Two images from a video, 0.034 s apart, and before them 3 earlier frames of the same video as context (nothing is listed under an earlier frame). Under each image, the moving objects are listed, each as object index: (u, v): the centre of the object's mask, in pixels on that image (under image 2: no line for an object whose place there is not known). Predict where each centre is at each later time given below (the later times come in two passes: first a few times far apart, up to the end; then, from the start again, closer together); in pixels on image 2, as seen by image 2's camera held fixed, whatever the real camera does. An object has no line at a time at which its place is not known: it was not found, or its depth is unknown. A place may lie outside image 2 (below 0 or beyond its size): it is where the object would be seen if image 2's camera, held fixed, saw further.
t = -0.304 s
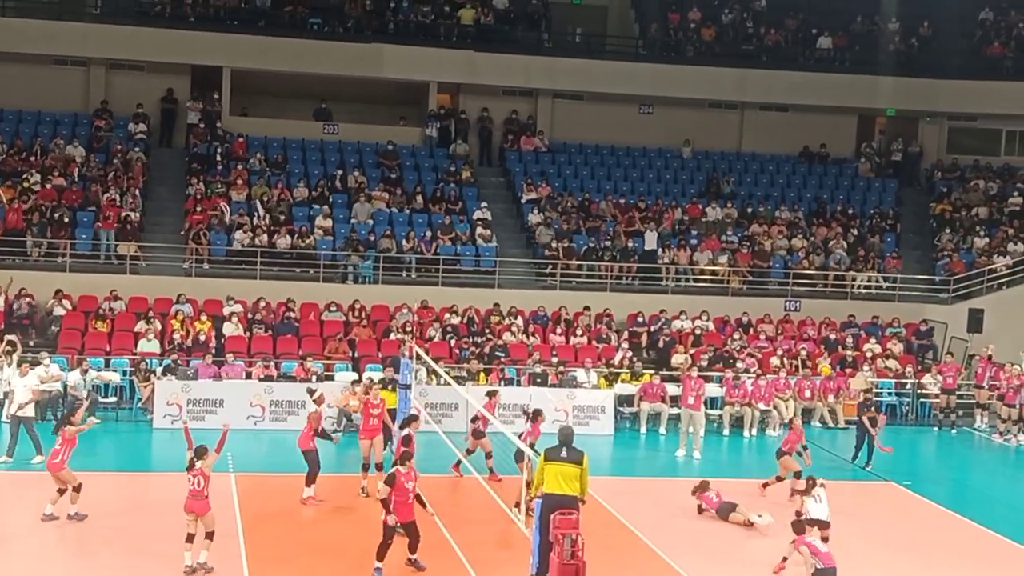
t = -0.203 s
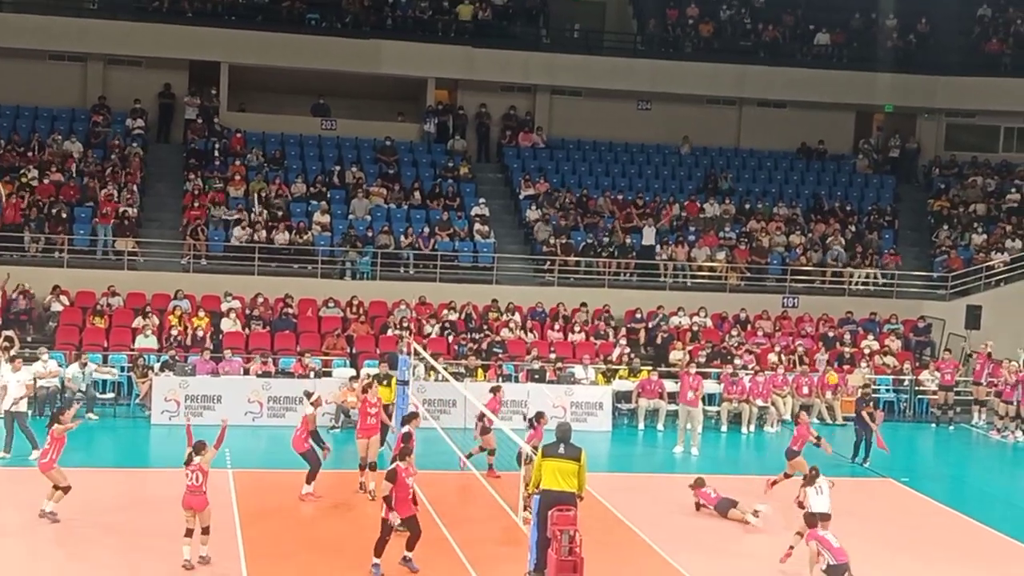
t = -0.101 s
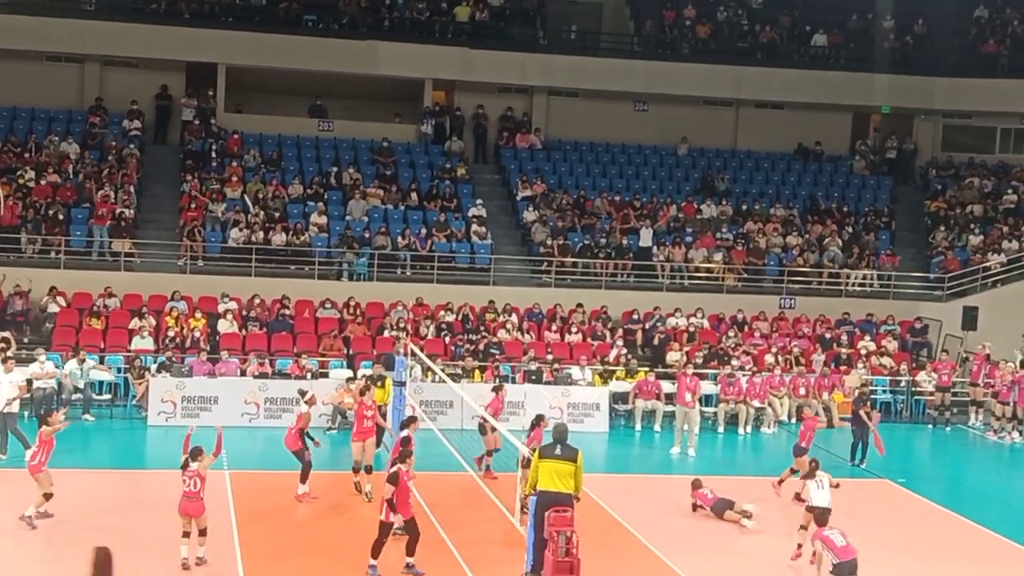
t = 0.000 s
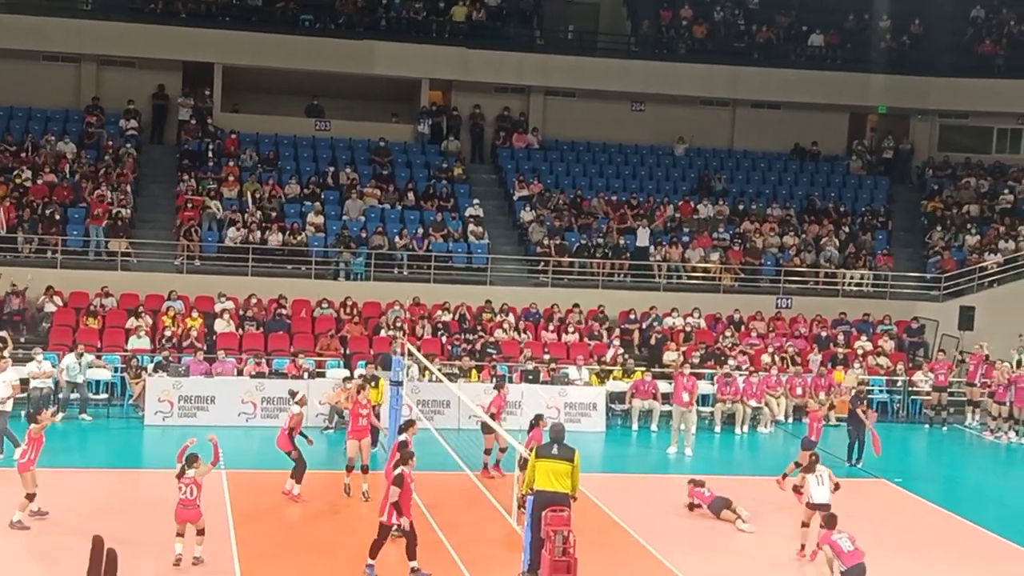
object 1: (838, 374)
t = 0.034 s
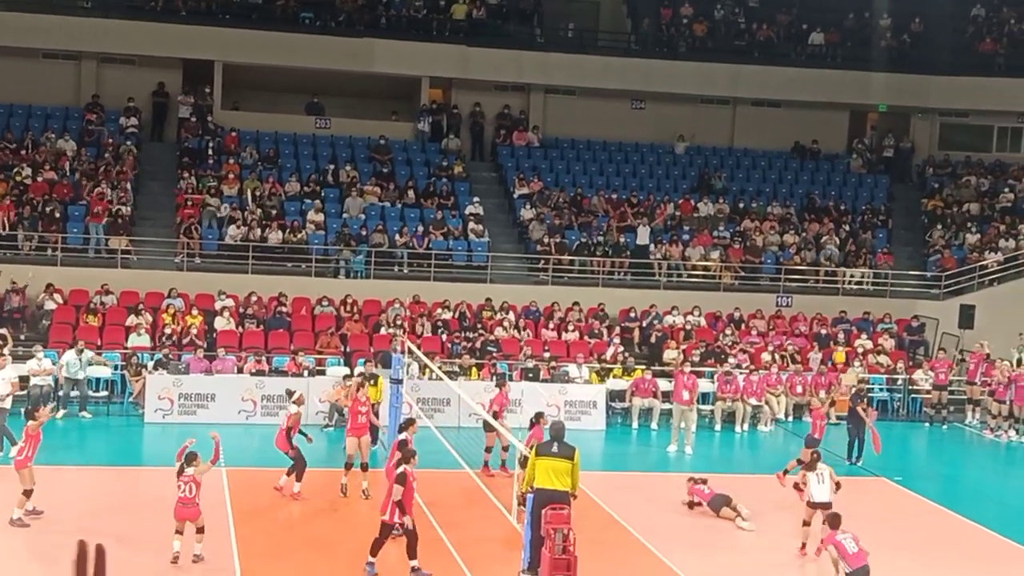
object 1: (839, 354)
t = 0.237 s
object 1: (838, 265)
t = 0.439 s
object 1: (835, 195)
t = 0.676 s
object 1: (828, 145)
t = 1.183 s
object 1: (799, 160)
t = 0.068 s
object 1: (838, 340)
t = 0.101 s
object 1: (840, 323)
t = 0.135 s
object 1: (839, 308)
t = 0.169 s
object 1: (839, 293)
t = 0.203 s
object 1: (839, 278)
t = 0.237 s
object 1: (838, 265)
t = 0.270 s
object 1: (838, 251)
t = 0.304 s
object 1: (838, 239)
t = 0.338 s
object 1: (837, 226)
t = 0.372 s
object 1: (836, 214)
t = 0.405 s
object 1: (836, 205)
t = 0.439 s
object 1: (835, 195)
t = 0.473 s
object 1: (835, 185)
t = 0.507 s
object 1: (834, 177)
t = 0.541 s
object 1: (833, 169)
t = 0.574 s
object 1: (832, 162)
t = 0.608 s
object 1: (831, 155)
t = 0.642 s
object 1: (830, 150)
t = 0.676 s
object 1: (828, 145)
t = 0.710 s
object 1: (826, 140)
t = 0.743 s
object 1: (824, 136)
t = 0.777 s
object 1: (823, 134)
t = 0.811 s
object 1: (821, 131)
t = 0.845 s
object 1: (820, 130)
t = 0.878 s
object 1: (818, 129)
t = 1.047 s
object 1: (807, 138)
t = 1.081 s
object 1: (806, 142)
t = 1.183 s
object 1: (799, 160)
